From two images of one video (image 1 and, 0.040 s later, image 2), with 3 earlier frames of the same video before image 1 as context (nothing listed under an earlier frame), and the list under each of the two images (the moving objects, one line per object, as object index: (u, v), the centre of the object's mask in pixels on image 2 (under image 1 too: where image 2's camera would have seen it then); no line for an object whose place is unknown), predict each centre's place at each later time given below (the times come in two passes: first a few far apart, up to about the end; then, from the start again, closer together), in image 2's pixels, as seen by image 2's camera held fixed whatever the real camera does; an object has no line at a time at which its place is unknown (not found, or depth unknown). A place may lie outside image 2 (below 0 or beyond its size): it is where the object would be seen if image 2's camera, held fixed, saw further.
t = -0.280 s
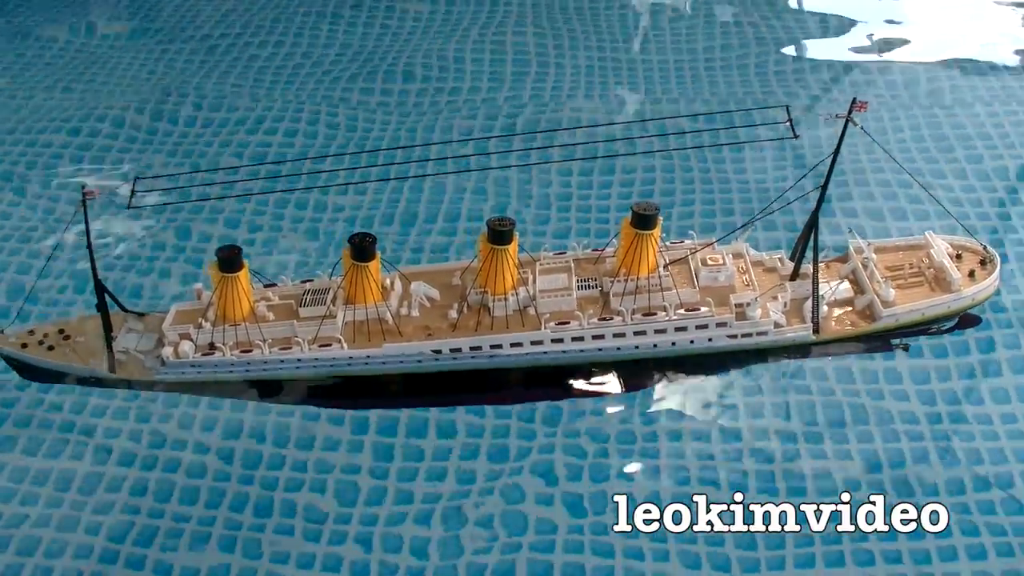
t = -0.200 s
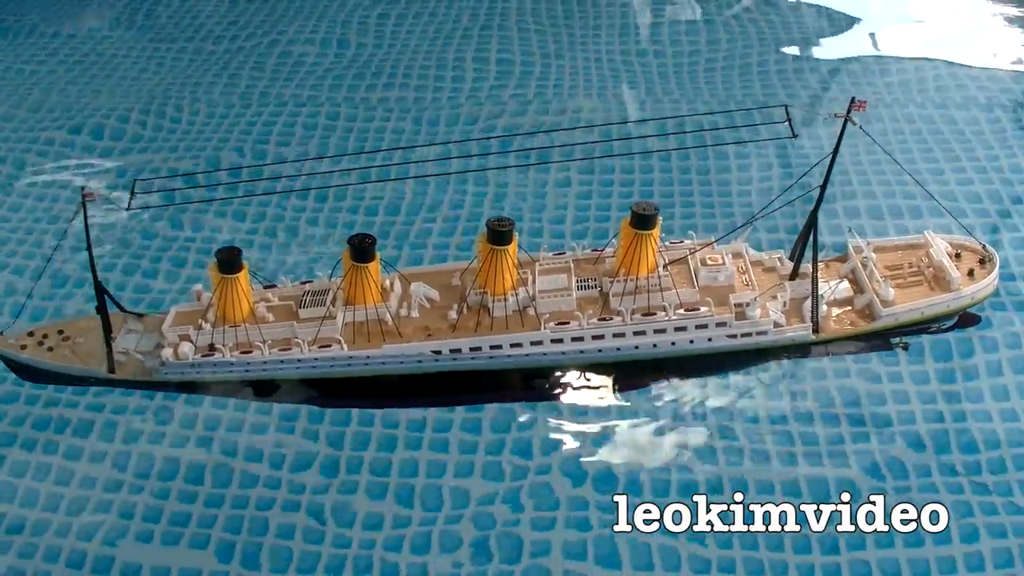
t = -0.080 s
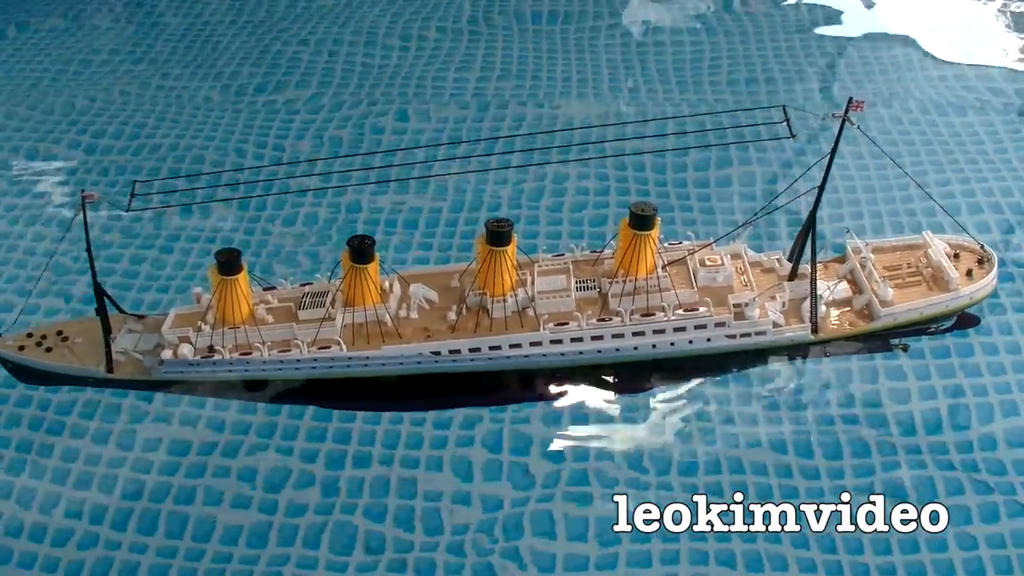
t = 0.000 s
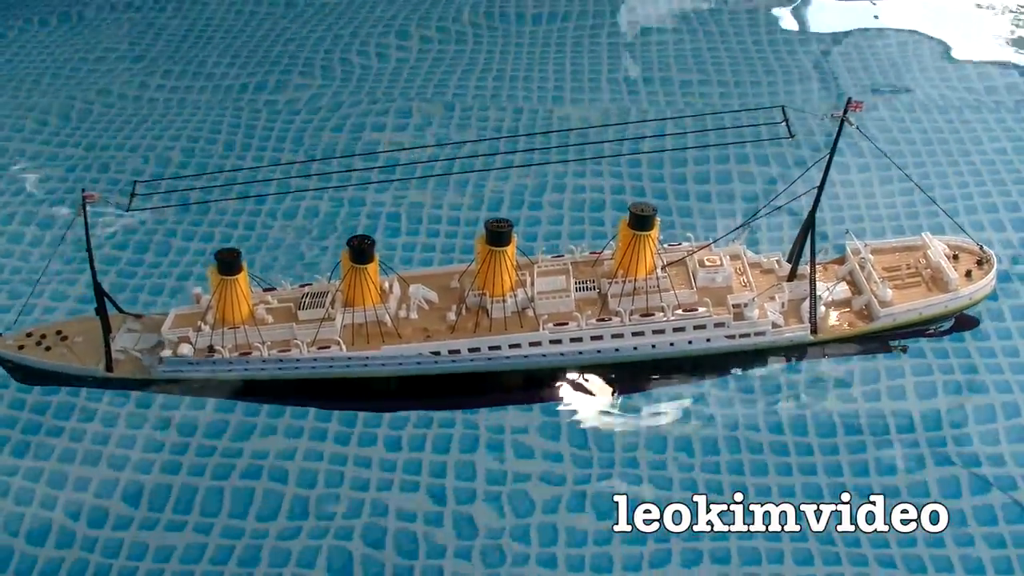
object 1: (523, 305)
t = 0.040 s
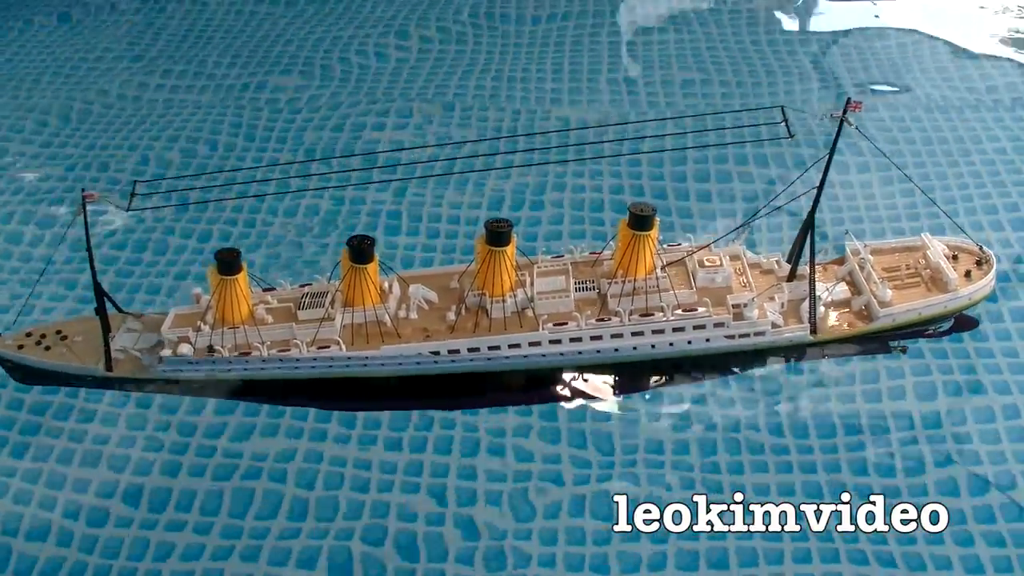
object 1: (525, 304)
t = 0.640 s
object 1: (516, 307)
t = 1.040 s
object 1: (524, 304)
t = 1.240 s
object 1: (518, 308)
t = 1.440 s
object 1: (528, 305)
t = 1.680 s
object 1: (526, 304)
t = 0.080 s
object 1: (514, 308)
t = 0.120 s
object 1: (518, 307)
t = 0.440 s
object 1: (510, 309)
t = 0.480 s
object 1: (510, 309)
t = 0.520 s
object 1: (520, 306)
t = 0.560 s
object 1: (522, 305)
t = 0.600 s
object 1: (515, 307)
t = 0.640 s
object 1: (516, 307)
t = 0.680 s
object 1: (525, 304)
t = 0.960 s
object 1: (528, 303)
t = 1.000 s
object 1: (527, 303)
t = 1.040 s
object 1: (524, 304)
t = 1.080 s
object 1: (518, 307)
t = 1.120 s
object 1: (515, 308)
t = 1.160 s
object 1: (524, 305)
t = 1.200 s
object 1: (525, 305)
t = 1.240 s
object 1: (518, 308)
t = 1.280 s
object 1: (528, 304)
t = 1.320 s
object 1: (518, 308)
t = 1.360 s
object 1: (530, 304)
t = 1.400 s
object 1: (527, 305)
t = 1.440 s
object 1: (528, 305)
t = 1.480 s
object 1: (528, 305)
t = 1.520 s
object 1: (528, 304)
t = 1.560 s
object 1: (528, 305)
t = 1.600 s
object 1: (528, 304)
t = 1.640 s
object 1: (526, 305)
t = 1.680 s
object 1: (526, 304)
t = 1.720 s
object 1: (518, 307)
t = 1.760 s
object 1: (528, 304)
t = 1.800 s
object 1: (518, 307)
